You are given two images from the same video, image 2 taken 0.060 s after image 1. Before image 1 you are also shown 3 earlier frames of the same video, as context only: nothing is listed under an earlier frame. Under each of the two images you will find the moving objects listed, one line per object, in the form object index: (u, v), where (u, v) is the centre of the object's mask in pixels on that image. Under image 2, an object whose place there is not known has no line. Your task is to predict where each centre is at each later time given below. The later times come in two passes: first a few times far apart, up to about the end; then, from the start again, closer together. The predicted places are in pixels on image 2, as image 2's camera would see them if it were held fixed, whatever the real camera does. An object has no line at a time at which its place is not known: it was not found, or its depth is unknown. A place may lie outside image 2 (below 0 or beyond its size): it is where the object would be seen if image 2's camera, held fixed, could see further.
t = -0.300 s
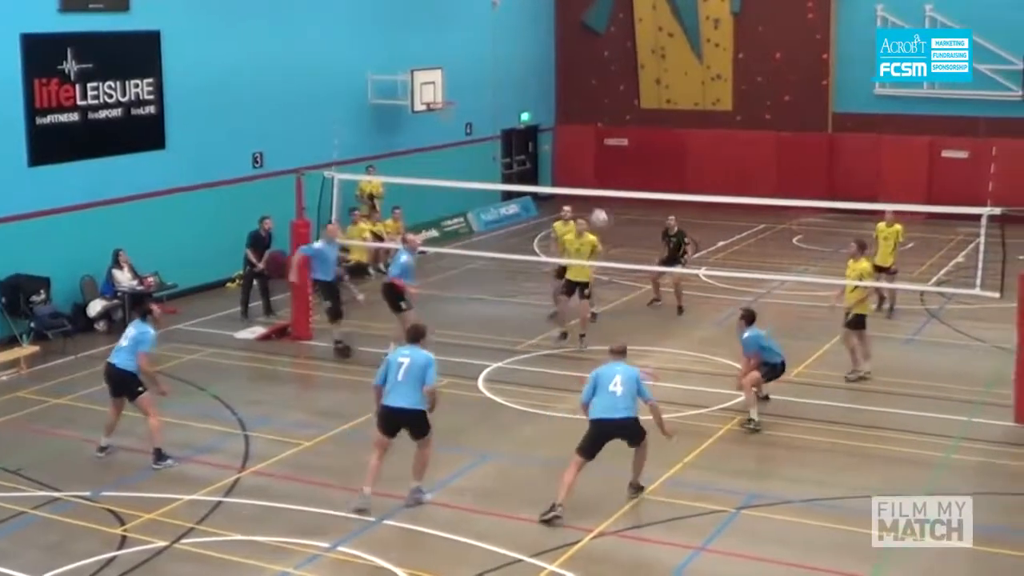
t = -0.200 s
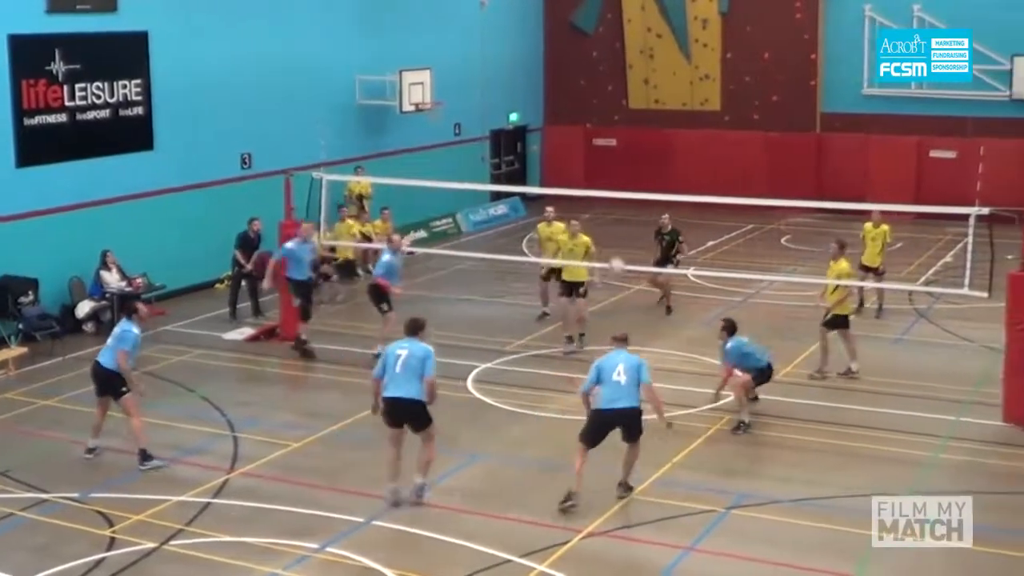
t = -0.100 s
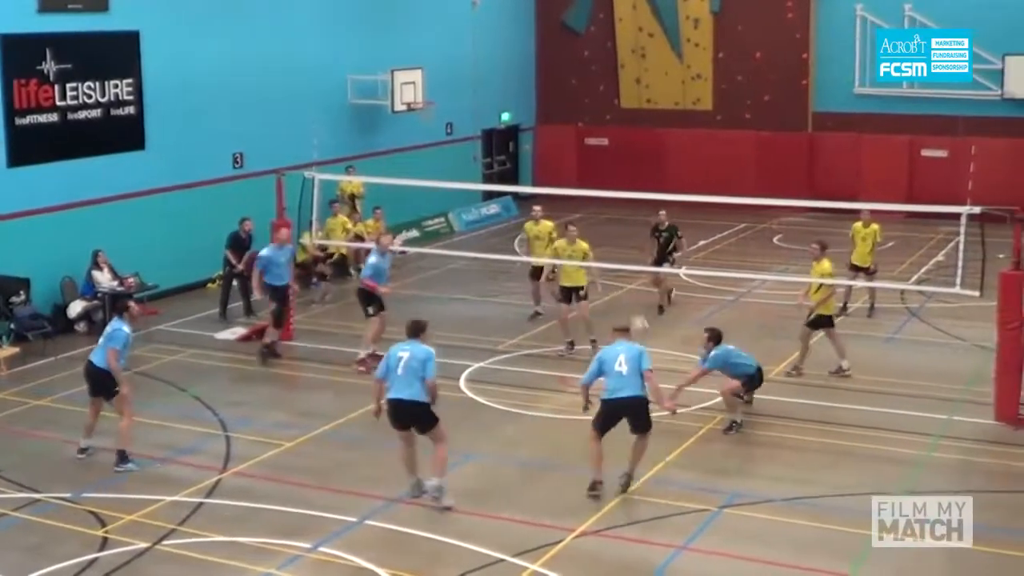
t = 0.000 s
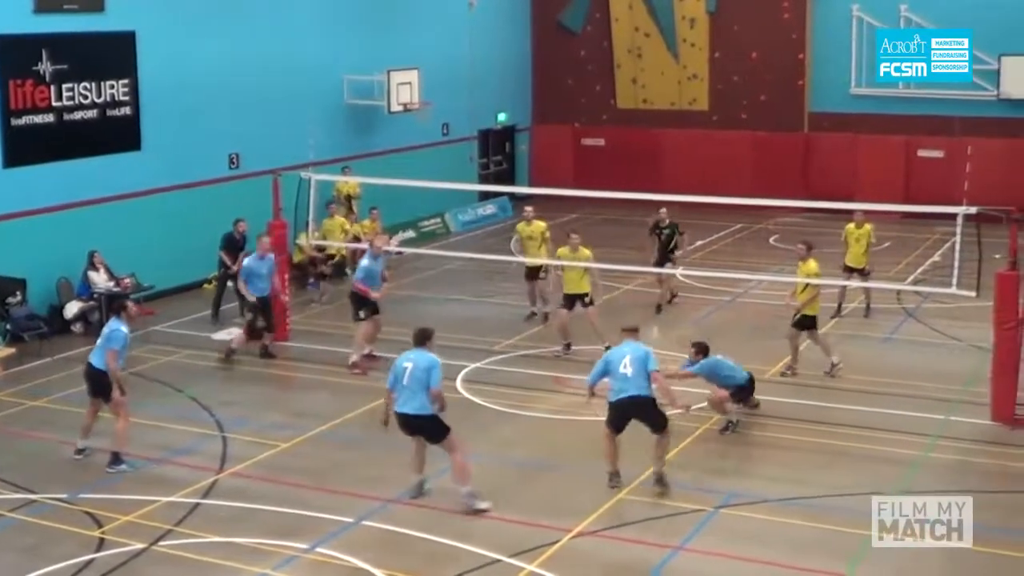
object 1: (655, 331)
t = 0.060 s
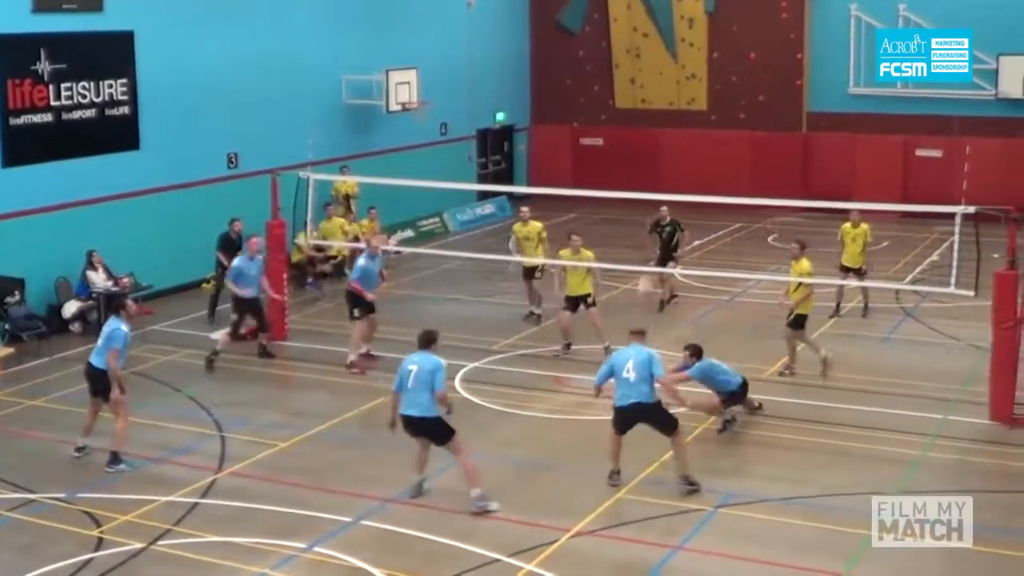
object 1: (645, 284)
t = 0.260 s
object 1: (628, 150)
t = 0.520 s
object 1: (606, 15)
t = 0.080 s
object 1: (642, 271)
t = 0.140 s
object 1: (638, 228)
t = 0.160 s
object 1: (636, 213)
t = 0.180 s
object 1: (634, 204)
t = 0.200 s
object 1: (632, 186)
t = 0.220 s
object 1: (631, 174)
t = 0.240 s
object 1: (629, 161)
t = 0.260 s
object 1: (628, 150)
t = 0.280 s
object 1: (625, 137)
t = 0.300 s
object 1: (625, 124)
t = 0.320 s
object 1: (622, 113)
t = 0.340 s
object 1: (621, 102)
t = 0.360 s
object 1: (620, 90)
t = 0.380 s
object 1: (617, 79)
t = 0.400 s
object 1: (615, 69)
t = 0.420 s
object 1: (614, 60)
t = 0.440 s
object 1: (612, 50)
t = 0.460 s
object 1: (611, 41)
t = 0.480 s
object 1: (609, 32)
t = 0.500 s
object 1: (607, 24)
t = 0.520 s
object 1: (606, 15)
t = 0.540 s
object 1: (605, 8)
